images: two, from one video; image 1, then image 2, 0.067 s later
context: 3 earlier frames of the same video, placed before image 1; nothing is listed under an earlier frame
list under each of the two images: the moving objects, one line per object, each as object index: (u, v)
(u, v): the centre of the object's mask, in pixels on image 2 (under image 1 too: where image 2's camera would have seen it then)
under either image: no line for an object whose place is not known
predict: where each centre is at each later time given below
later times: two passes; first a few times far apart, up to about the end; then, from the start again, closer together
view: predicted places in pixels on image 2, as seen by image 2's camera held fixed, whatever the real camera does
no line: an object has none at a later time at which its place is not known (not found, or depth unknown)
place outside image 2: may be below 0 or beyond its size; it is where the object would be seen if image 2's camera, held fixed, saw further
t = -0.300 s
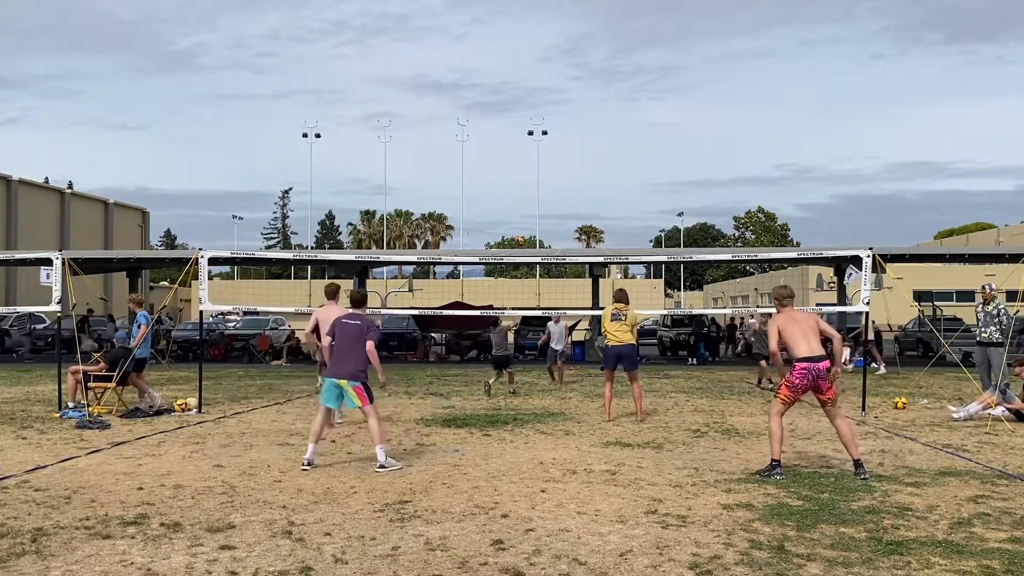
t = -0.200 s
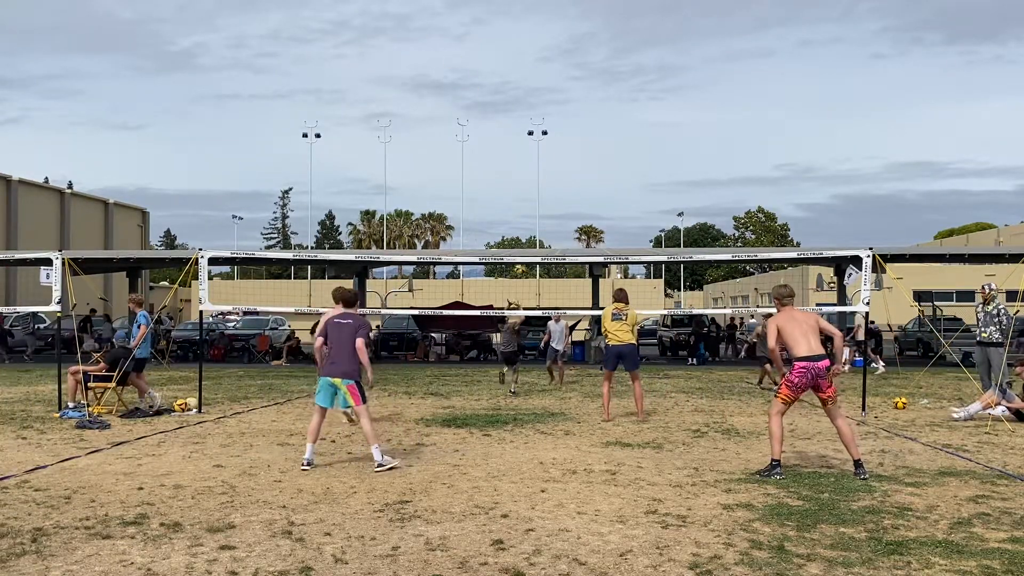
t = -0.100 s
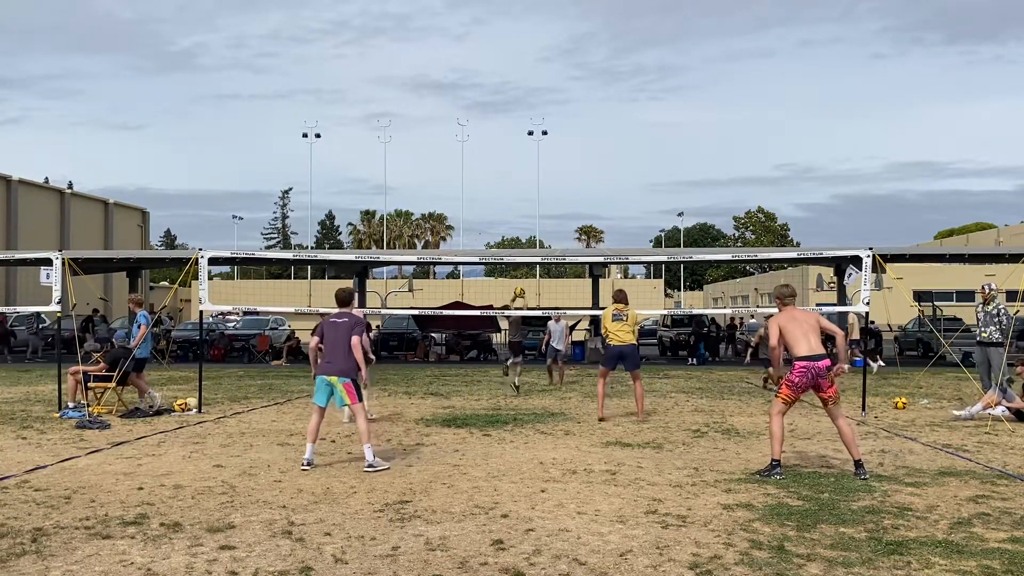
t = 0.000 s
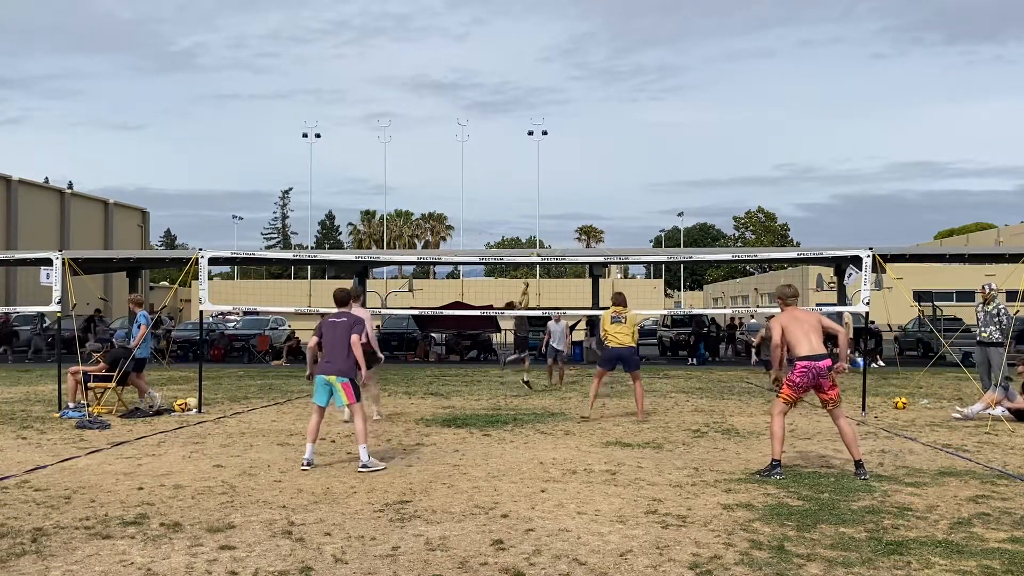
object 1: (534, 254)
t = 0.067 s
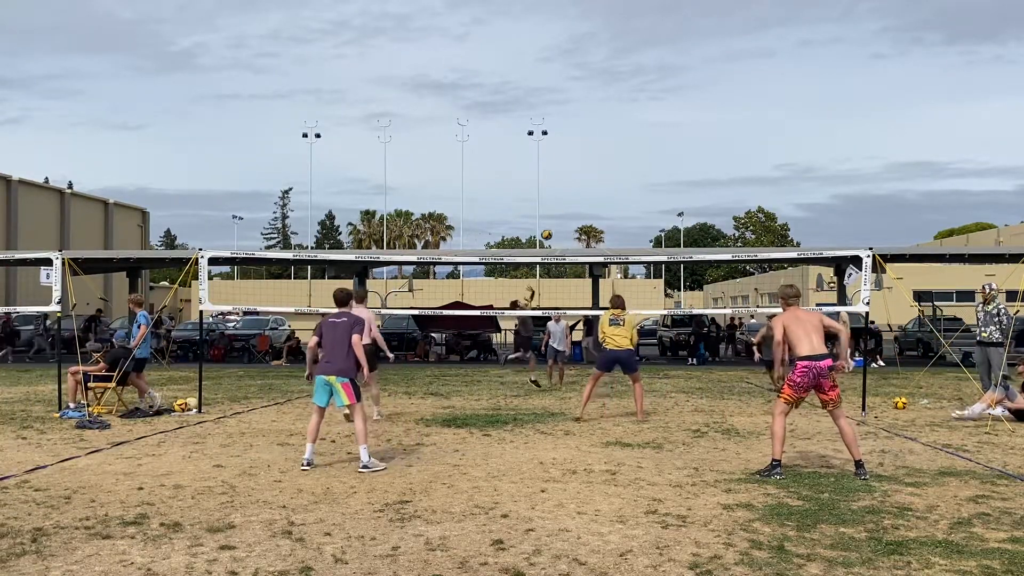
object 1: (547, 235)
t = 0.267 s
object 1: (581, 185)
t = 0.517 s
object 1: (624, 154)
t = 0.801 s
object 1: (676, 159)
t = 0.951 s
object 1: (703, 180)
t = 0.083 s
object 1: (549, 230)
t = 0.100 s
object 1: (552, 225)
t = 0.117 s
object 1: (555, 220)
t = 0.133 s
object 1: (558, 216)
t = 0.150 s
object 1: (561, 211)
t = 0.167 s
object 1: (564, 207)
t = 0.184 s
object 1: (566, 203)
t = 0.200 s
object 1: (569, 199)
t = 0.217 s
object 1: (572, 195)
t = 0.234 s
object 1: (575, 192)
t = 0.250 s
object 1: (578, 189)
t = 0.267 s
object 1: (581, 185)
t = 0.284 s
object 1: (584, 182)
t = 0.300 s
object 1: (587, 179)
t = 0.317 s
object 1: (589, 176)
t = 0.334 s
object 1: (592, 174)
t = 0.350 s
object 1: (595, 171)
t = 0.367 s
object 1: (598, 169)
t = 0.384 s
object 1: (601, 166)
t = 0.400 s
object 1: (604, 164)
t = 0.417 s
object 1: (607, 162)
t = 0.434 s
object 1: (610, 160)
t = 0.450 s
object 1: (613, 159)
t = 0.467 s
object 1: (616, 157)
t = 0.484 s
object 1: (619, 156)
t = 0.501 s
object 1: (622, 155)
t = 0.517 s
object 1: (624, 154)
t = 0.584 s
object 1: (636, 151)
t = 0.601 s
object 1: (639, 151)
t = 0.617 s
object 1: (642, 151)
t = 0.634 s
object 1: (645, 151)
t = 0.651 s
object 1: (648, 151)
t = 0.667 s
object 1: (651, 151)
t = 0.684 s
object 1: (655, 152)
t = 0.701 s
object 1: (657, 152)
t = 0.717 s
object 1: (660, 153)
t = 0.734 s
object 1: (664, 154)
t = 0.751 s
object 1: (667, 155)
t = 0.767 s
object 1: (670, 156)
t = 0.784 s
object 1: (673, 158)
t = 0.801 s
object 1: (676, 159)
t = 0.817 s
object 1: (679, 161)
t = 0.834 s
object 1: (682, 163)
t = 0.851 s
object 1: (685, 164)
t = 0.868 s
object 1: (688, 167)
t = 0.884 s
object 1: (691, 169)
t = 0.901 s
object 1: (694, 171)
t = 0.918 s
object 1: (697, 174)
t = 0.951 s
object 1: (703, 180)
